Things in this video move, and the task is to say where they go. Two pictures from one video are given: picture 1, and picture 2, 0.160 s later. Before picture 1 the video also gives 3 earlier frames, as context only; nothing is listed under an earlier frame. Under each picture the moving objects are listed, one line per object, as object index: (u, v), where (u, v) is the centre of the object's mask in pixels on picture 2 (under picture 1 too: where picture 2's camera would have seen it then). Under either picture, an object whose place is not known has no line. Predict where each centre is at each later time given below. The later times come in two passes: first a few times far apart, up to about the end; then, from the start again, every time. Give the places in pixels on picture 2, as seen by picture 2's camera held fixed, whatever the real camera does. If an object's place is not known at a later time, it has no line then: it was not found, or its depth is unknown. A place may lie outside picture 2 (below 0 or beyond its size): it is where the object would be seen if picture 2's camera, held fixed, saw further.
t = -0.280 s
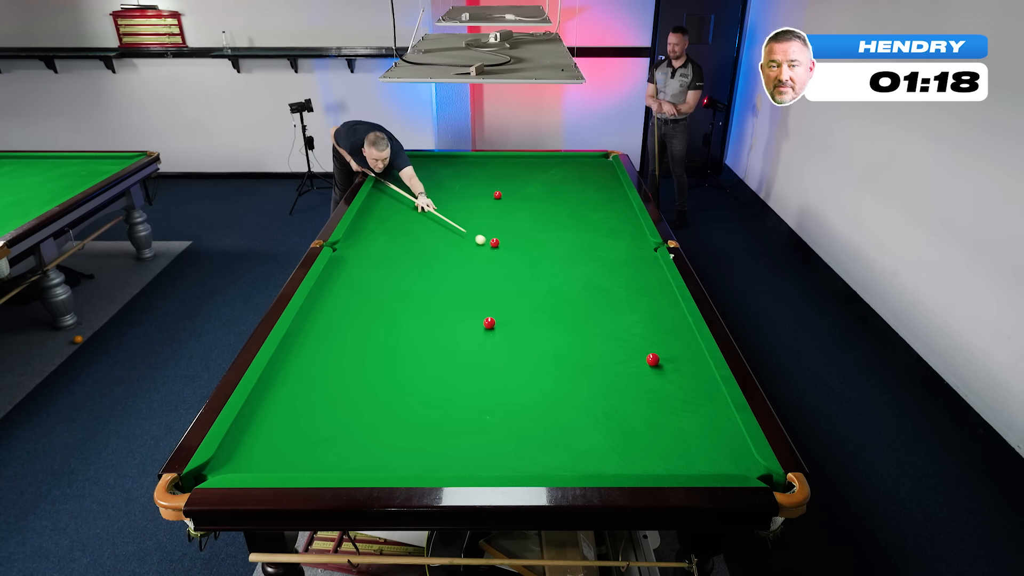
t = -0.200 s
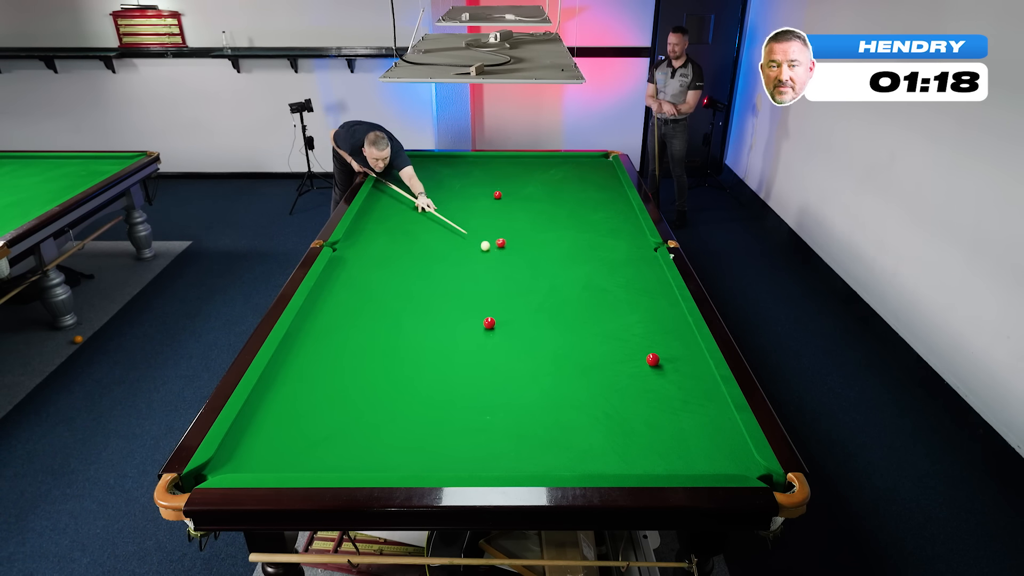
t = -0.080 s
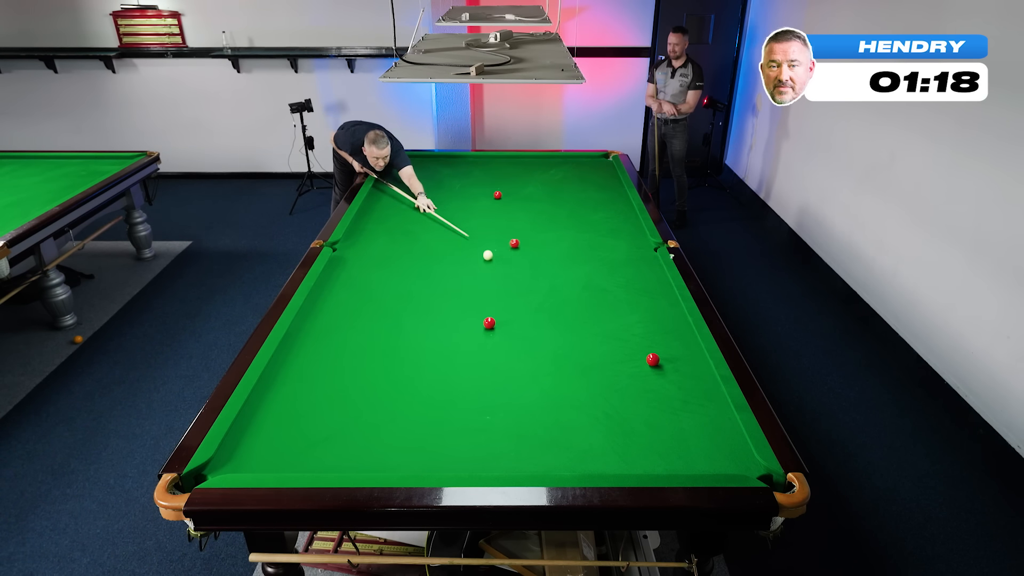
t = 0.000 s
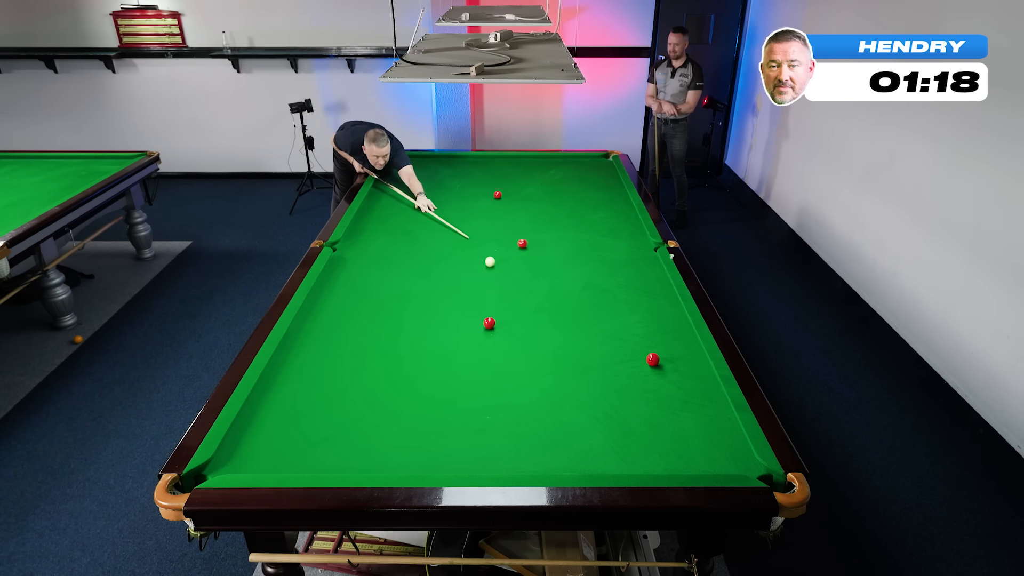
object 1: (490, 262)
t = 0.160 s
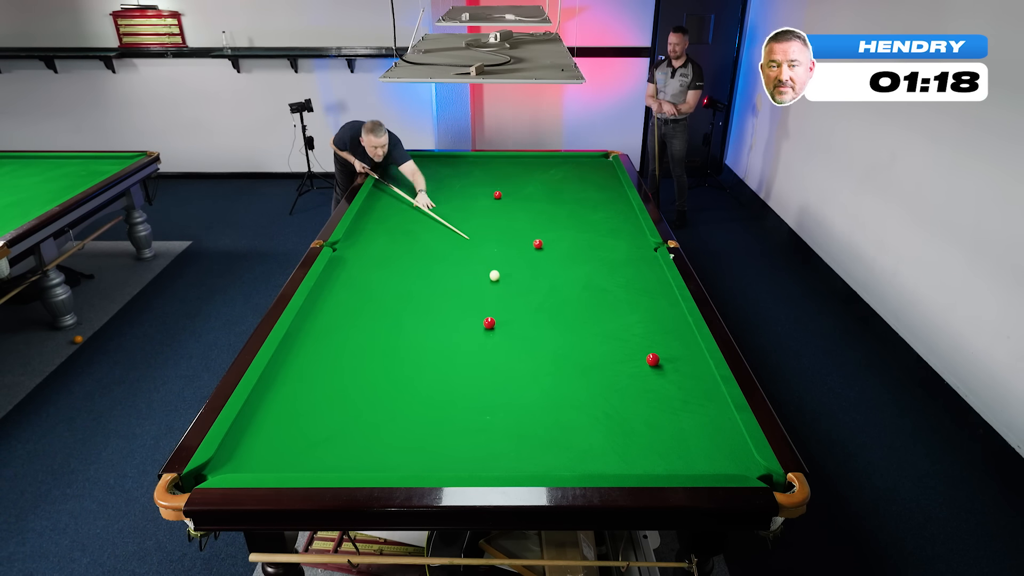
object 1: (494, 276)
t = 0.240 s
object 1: (497, 283)
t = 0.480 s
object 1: (504, 307)
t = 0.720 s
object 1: (513, 333)
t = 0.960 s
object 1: (522, 363)
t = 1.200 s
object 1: (533, 397)
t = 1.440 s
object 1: (545, 435)
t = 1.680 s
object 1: (557, 464)
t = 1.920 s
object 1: (560, 437)
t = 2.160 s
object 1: (562, 413)
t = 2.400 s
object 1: (565, 393)
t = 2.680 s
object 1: (567, 373)
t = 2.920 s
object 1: (569, 358)
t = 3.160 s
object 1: (570, 344)
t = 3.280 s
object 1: (571, 338)
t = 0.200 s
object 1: (495, 279)
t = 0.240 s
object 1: (497, 283)
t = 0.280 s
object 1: (498, 287)
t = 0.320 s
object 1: (499, 291)
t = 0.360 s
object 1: (500, 294)
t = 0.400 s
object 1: (502, 298)
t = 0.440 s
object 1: (503, 303)
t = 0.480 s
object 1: (504, 307)
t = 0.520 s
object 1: (506, 311)
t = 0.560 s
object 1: (507, 315)
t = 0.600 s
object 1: (509, 319)
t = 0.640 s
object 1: (510, 324)
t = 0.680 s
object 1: (511, 329)
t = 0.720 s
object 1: (513, 333)
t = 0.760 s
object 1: (514, 338)
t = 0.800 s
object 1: (516, 343)
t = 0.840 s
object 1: (518, 348)
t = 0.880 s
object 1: (519, 353)
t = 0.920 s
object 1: (521, 358)
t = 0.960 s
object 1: (522, 363)
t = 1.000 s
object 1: (524, 368)
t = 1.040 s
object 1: (526, 374)
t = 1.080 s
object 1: (528, 379)
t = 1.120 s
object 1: (530, 385)
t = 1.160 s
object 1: (531, 391)
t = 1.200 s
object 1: (533, 397)
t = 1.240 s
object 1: (535, 403)
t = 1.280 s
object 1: (537, 409)
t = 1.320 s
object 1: (539, 415)
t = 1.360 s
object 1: (541, 422)
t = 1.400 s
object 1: (543, 428)
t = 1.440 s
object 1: (545, 435)
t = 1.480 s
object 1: (547, 442)
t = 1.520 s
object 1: (550, 449)
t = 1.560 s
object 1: (552, 457)
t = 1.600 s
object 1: (554, 464)
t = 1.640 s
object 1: (557, 468)
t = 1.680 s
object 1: (557, 464)
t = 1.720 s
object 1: (557, 459)
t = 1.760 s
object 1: (558, 454)
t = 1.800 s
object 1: (558, 450)
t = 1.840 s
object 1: (559, 445)
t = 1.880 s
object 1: (559, 441)
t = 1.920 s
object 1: (560, 437)
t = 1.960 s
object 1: (560, 432)
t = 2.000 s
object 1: (561, 428)
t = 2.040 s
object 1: (561, 425)
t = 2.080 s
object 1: (562, 421)
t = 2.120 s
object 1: (562, 417)
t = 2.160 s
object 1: (562, 413)
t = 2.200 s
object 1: (563, 410)
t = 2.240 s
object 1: (563, 406)
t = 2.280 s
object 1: (564, 403)
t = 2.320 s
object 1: (564, 399)
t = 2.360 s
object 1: (564, 396)
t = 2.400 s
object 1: (565, 393)
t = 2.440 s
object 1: (565, 390)
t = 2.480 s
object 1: (565, 387)
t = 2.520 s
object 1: (566, 384)
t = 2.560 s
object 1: (566, 381)
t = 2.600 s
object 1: (566, 378)
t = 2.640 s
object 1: (567, 375)
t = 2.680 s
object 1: (567, 373)
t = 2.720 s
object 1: (567, 370)
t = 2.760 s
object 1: (568, 367)
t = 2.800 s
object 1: (568, 365)
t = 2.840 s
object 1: (568, 362)
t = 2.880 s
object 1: (569, 360)
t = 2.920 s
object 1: (569, 358)
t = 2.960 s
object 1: (569, 355)
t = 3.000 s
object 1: (569, 353)
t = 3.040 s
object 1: (570, 351)
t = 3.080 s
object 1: (570, 348)
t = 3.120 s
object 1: (570, 346)
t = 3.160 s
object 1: (570, 344)
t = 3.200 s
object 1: (571, 342)
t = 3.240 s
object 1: (571, 340)
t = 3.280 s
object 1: (571, 338)
